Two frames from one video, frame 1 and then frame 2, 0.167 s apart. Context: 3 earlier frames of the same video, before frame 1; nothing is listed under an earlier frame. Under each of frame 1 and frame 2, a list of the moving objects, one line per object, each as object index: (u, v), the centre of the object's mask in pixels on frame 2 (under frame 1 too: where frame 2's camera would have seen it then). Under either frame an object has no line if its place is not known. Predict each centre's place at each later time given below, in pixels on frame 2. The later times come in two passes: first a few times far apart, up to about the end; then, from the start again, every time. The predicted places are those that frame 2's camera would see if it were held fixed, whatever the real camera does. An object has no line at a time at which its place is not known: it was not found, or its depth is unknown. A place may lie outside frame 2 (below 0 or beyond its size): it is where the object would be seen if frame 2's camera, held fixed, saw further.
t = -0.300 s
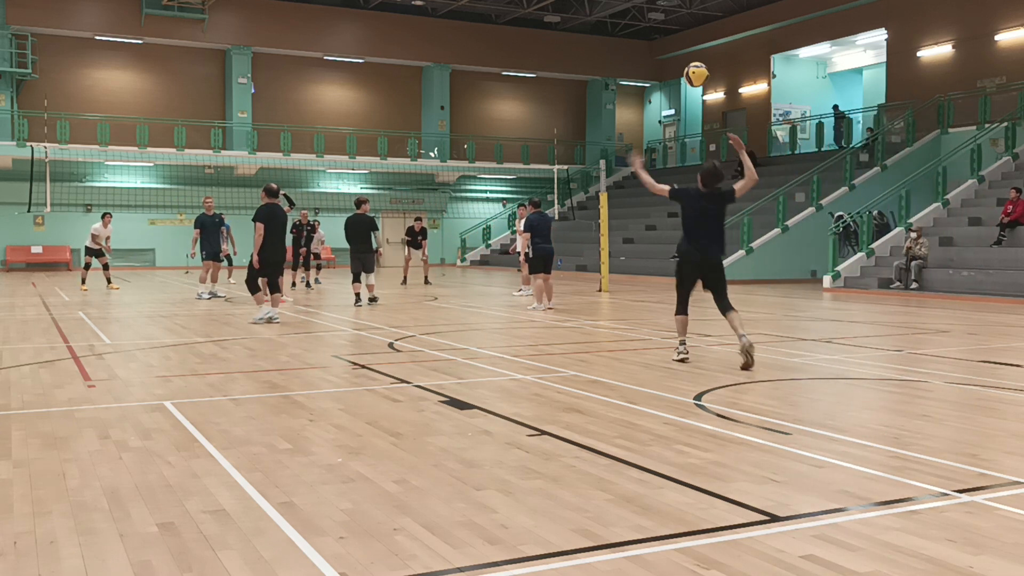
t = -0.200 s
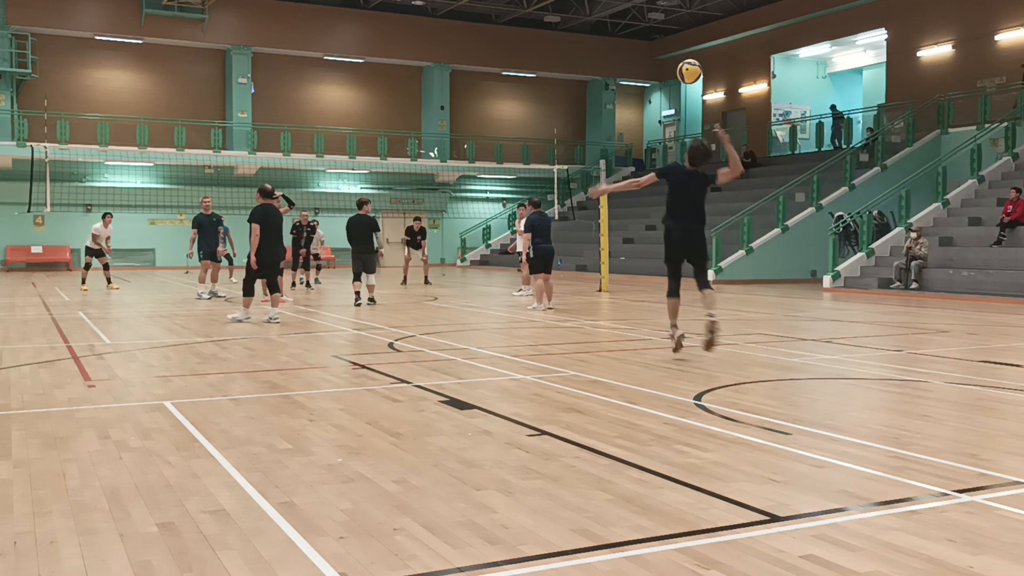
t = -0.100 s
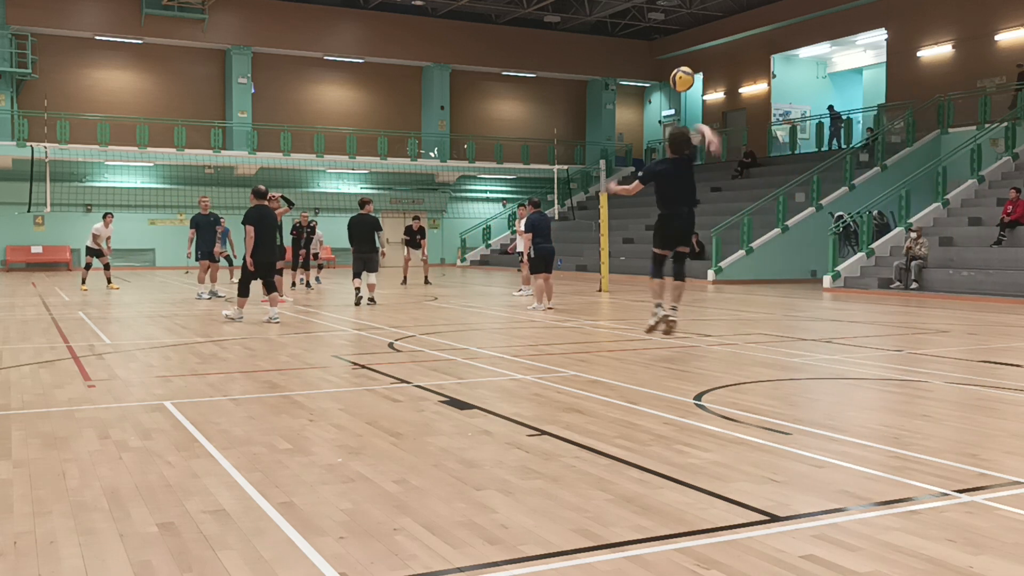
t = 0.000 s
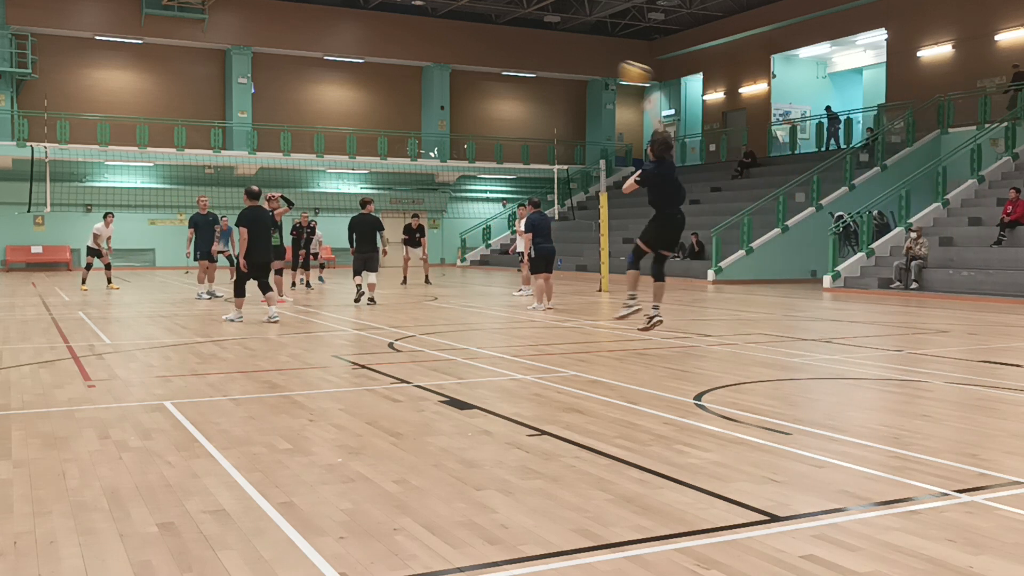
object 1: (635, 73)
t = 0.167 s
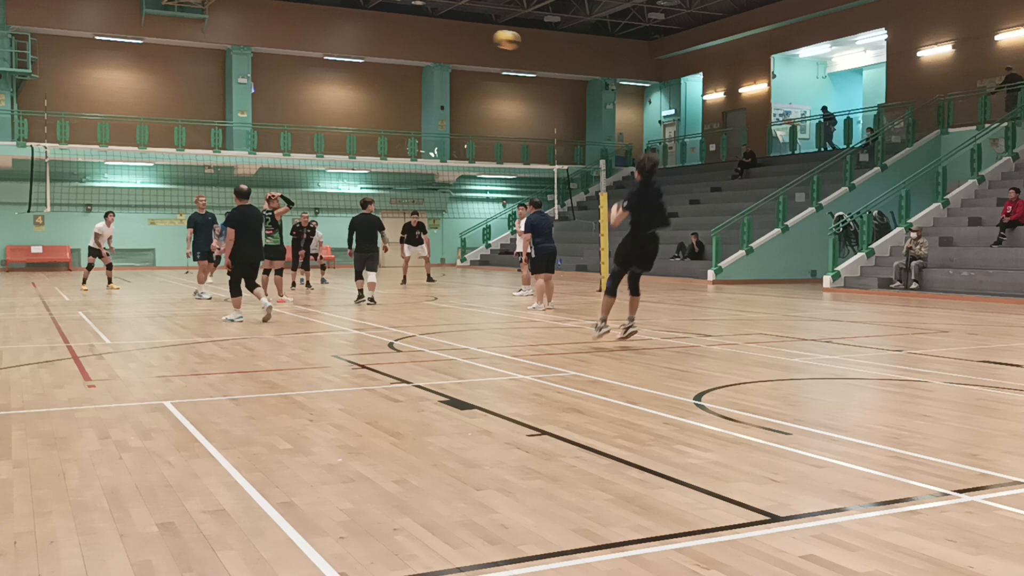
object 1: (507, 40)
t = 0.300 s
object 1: (435, 34)
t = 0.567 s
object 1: (339, 58)
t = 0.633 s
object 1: (322, 69)
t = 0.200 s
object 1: (487, 36)
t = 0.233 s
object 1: (468, 34)
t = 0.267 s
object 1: (451, 34)
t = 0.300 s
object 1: (435, 34)
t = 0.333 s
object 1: (420, 35)
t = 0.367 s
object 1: (405, 37)
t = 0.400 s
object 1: (392, 40)
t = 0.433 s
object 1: (380, 42)
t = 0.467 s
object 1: (368, 46)
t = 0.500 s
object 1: (357, 49)
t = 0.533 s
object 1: (348, 53)
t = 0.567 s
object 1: (339, 58)
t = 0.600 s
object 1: (330, 65)
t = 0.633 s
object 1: (322, 69)
